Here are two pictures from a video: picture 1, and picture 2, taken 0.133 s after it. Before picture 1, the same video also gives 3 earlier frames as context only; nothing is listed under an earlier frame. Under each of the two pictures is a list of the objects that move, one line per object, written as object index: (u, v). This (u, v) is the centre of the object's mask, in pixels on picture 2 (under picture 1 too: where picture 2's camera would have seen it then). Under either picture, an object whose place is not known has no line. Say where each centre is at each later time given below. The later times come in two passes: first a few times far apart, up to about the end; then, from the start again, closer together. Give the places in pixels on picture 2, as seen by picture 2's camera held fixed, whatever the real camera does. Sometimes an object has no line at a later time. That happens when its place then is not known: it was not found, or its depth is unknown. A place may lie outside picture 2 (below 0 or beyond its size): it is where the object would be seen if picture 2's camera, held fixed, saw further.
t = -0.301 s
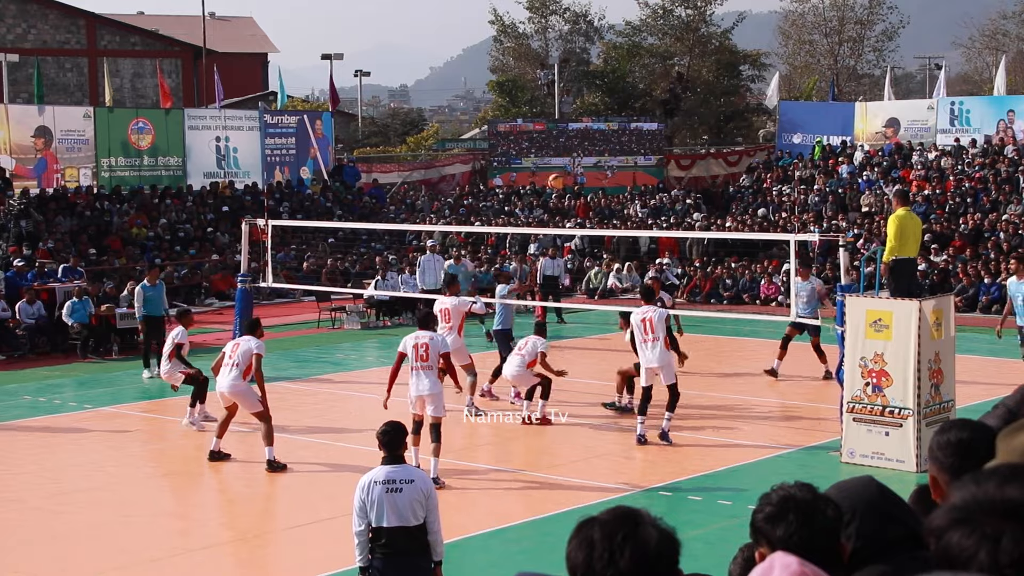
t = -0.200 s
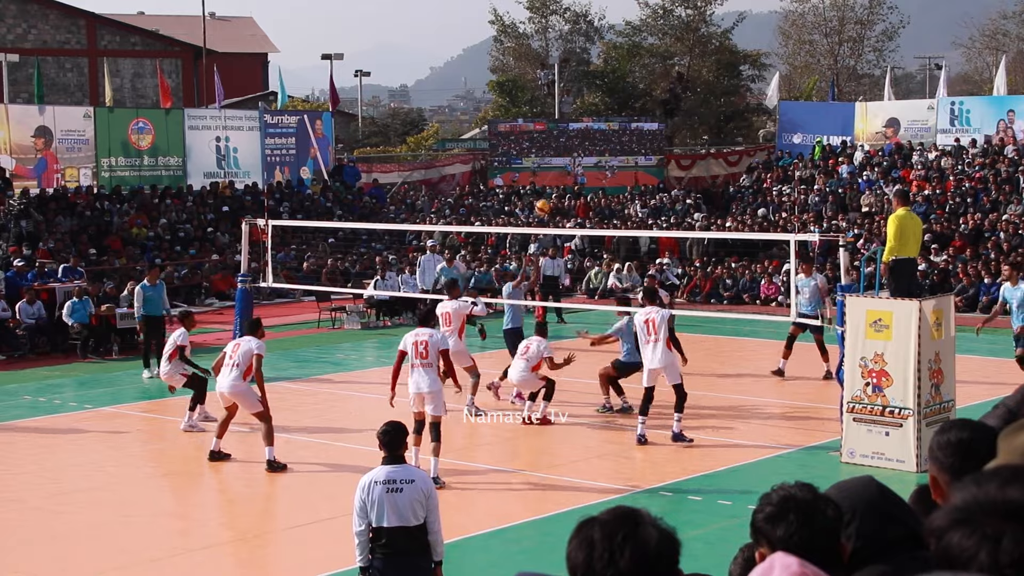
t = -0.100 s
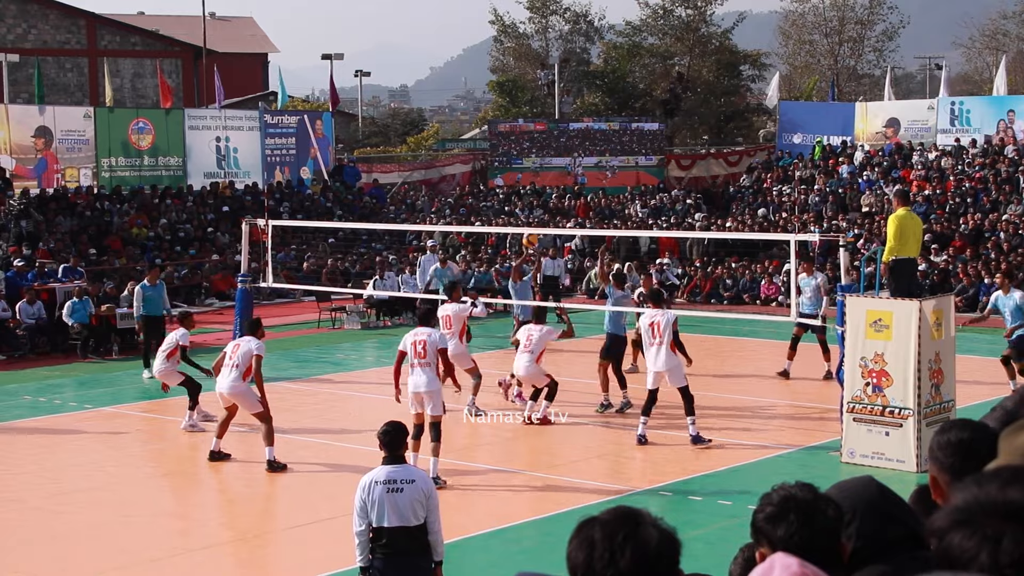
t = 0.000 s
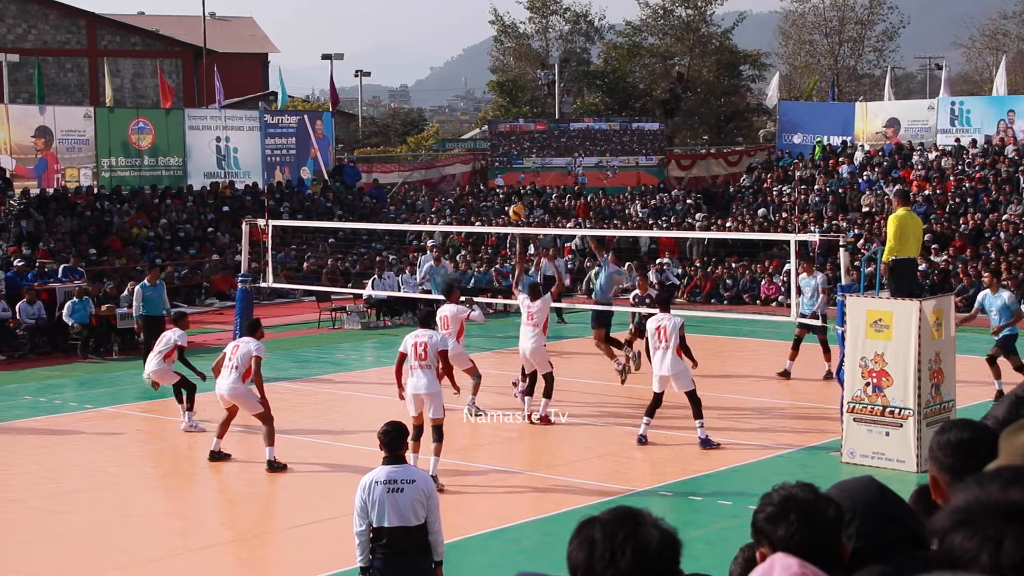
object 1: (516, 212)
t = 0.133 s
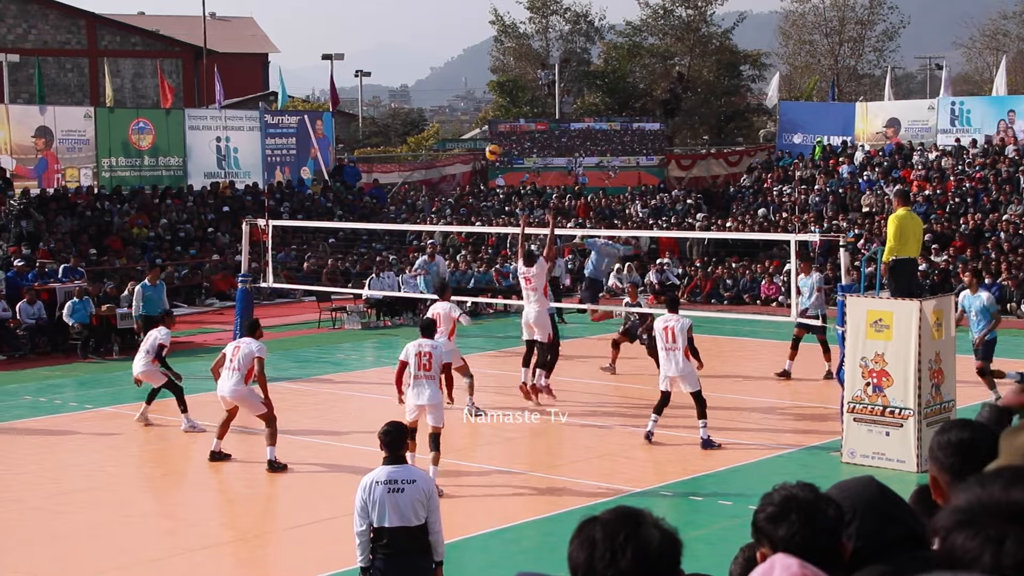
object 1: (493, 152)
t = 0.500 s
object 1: (433, 61)
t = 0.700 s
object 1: (401, 54)
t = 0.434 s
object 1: (442, 70)
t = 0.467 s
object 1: (437, 65)
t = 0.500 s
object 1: (433, 61)
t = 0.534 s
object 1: (427, 58)
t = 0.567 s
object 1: (422, 56)
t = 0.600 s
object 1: (417, 54)
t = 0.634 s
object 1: (411, 53)
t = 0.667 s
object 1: (407, 53)
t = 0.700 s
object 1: (401, 54)
